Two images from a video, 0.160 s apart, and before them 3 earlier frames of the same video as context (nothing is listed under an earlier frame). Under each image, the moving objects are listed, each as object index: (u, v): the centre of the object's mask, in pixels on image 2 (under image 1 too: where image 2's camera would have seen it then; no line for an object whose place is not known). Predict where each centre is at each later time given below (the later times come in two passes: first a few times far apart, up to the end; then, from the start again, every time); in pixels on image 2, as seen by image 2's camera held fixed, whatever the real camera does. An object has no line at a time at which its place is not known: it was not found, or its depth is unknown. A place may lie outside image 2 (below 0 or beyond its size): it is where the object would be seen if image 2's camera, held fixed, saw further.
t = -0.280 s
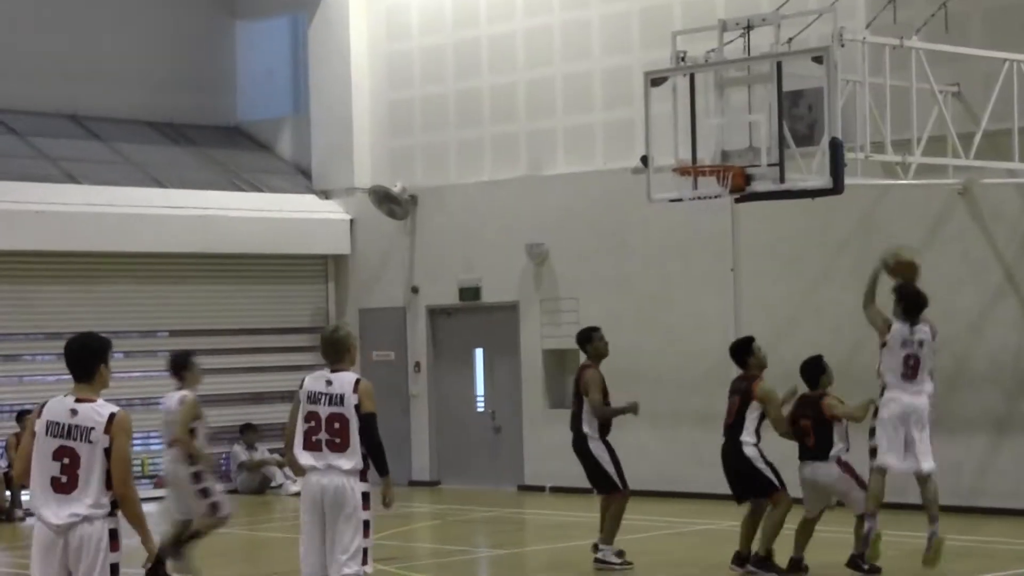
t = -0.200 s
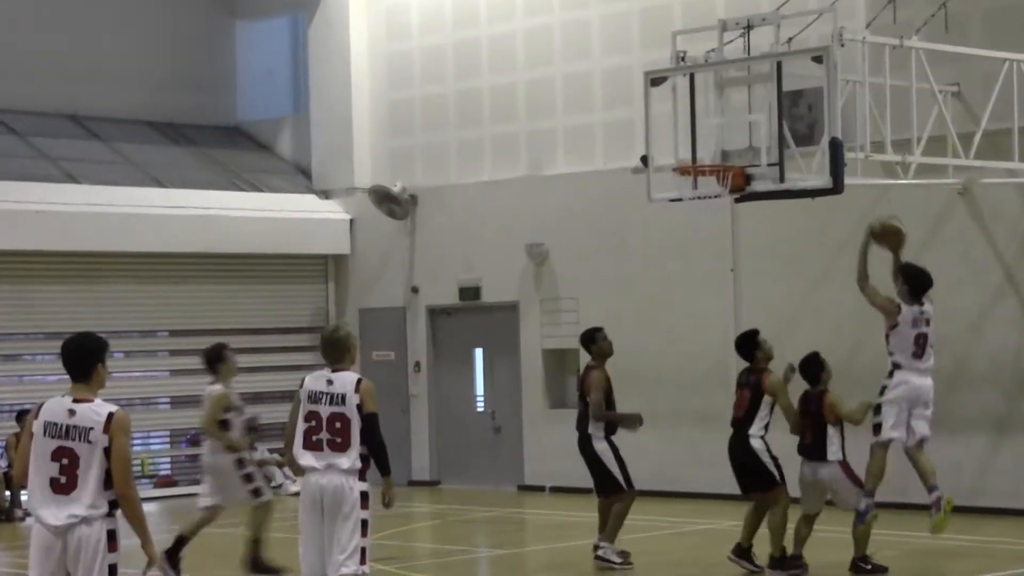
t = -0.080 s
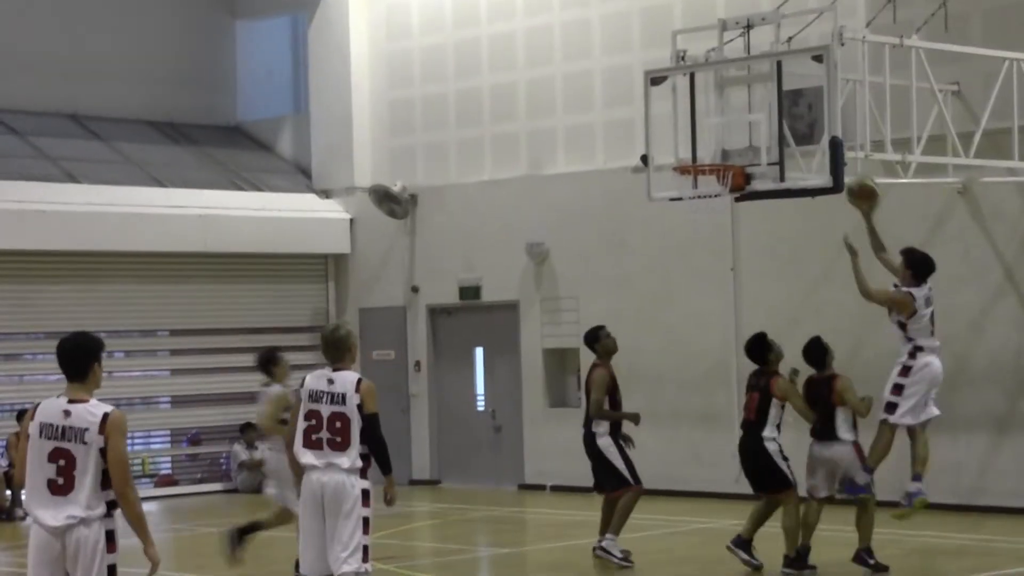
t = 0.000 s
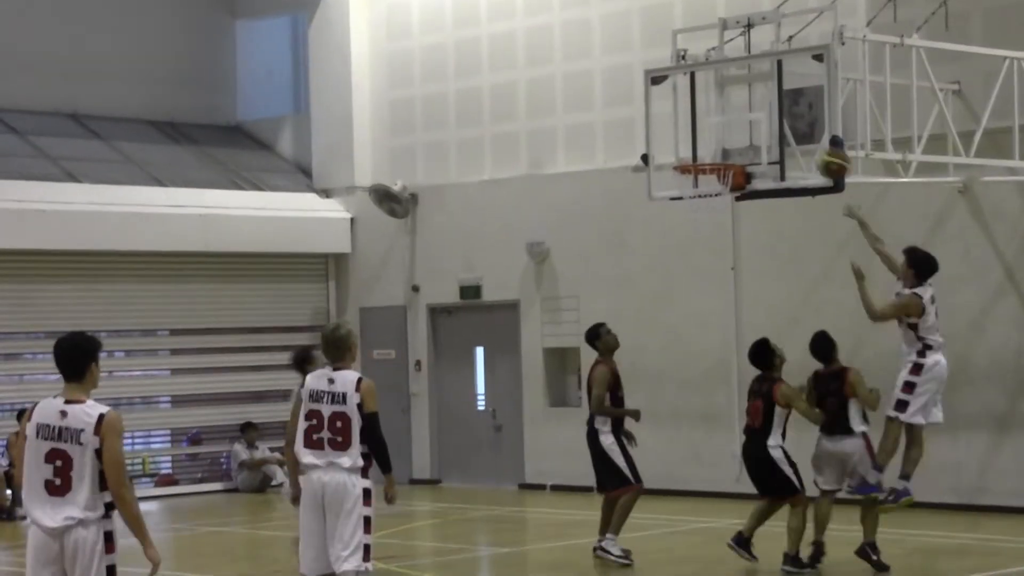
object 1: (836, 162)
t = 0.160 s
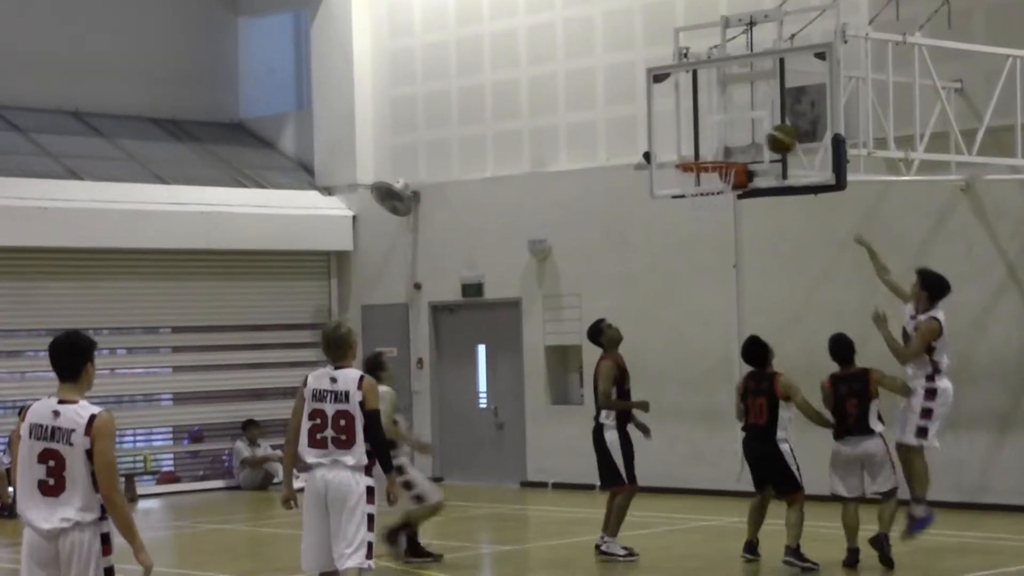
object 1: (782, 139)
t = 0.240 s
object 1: (759, 142)
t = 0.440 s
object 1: (745, 134)
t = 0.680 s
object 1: (731, 141)
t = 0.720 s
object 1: (729, 139)
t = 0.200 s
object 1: (769, 140)
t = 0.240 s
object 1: (759, 142)
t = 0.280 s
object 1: (748, 148)
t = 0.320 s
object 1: (744, 146)
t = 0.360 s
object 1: (746, 141)
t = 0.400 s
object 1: (747, 136)
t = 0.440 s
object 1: (745, 134)
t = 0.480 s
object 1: (743, 135)
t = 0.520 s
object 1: (740, 137)
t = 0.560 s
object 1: (738, 142)
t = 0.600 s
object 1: (736, 147)
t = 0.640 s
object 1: (733, 144)
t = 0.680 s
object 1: (731, 141)
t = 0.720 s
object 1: (729, 139)
